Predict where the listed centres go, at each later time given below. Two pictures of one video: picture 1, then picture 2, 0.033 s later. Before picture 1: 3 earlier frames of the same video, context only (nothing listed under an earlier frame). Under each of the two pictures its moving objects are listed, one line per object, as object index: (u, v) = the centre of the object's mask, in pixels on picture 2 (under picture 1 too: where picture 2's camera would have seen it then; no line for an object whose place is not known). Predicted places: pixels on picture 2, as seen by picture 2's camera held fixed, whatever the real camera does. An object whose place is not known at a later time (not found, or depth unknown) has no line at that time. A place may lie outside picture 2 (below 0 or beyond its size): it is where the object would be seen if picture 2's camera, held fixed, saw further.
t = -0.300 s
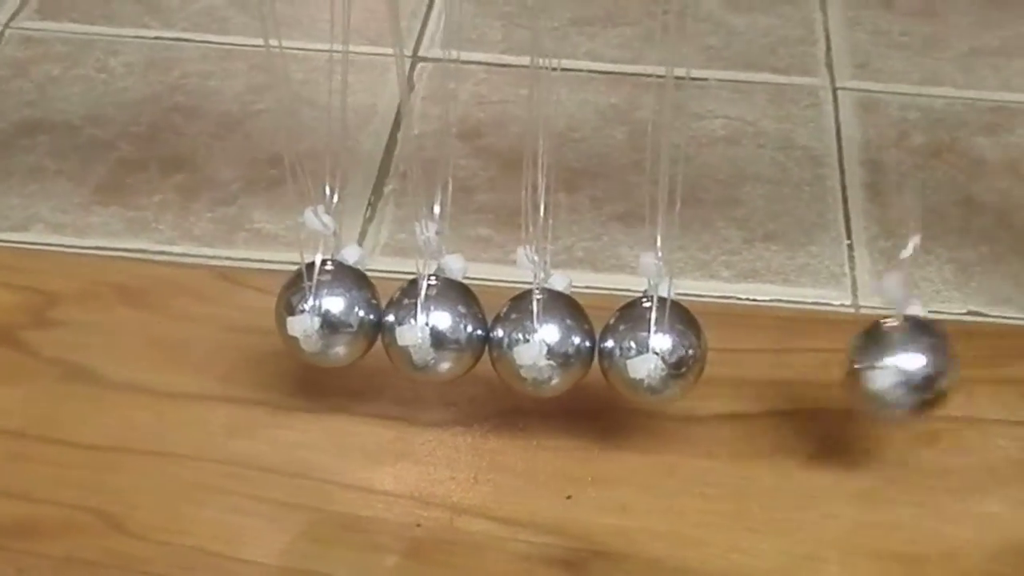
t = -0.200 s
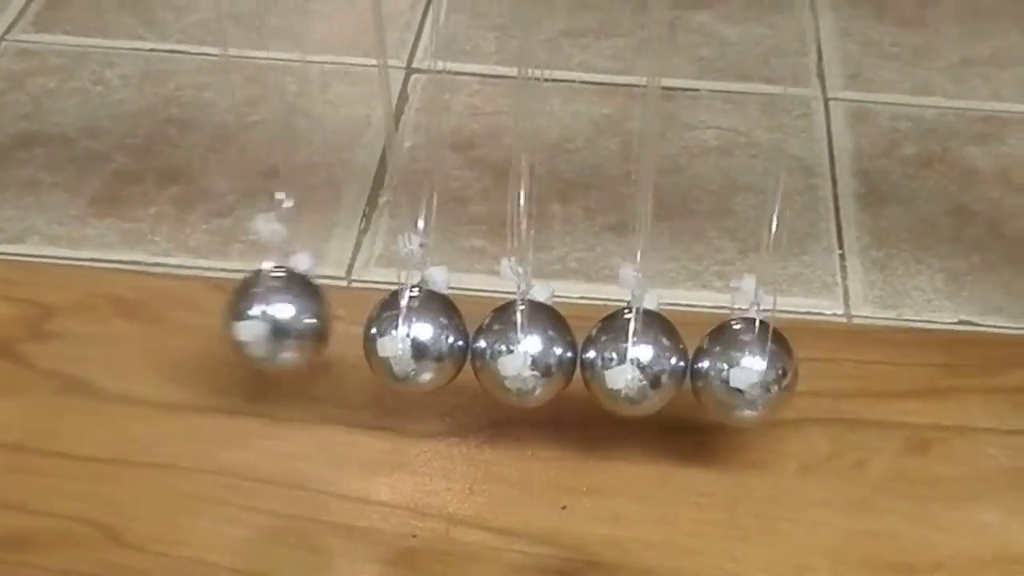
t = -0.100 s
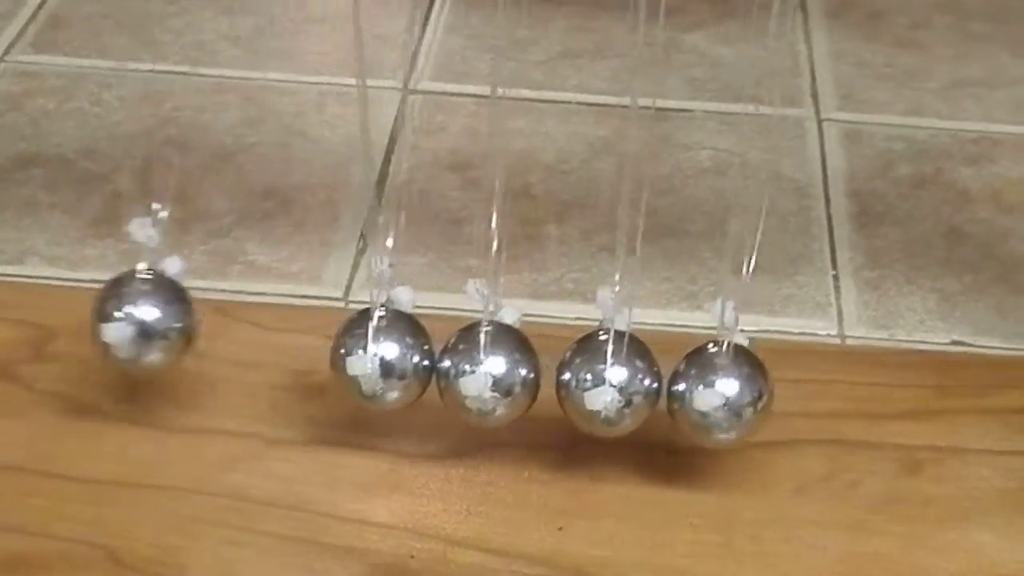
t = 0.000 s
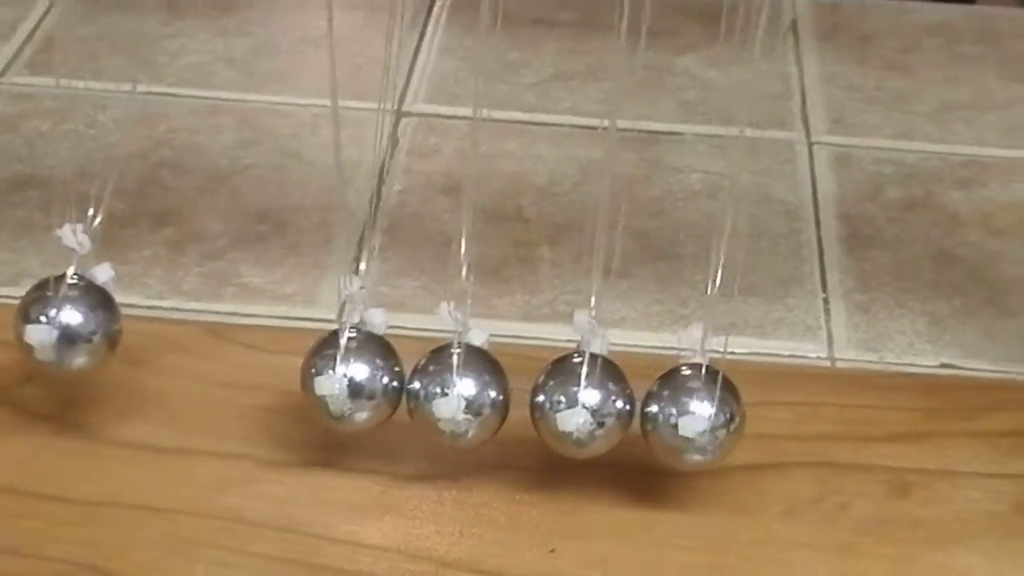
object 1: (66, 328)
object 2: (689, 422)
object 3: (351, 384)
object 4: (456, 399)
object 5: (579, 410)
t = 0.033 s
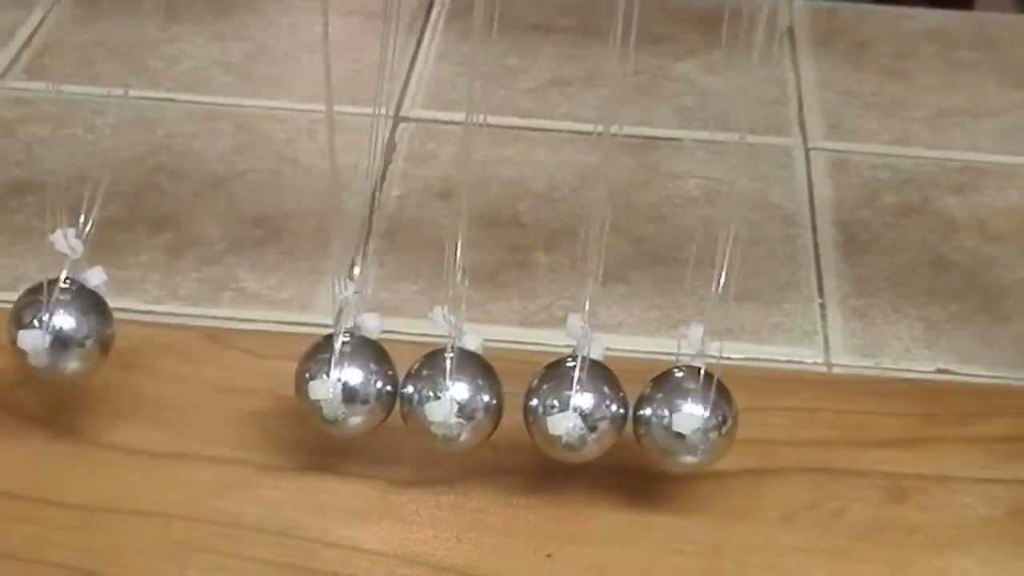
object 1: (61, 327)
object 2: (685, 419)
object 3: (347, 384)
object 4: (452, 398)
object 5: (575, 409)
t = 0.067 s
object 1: (67, 329)
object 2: (681, 418)
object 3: (345, 384)
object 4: (450, 398)
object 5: (573, 409)
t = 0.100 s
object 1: (83, 332)
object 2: (679, 420)
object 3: (346, 384)
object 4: (450, 398)
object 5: (572, 409)
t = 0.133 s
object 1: (108, 339)
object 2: (679, 423)
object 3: (349, 384)
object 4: (453, 399)
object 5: (572, 409)
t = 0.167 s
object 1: (140, 349)
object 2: (682, 424)
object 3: (354, 385)
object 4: (458, 399)
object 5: (573, 409)
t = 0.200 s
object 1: (179, 358)
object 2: (685, 422)
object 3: (361, 386)
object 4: (465, 400)
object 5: (575, 409)
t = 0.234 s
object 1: (223, 365)
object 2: (689, 420)
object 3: (368, 388)
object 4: (473, 401)
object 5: (579, 409)
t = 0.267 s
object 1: (271, 372)
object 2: (694, 420)
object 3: (375, 388)
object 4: (482, 402)
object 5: (588, 410)
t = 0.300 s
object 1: (282, 373)
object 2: (726, 423)
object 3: (387, 389)
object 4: (494, 403)
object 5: (600, 412)
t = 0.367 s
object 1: (302, 377)
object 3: (405, 392)
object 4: (518, 406)
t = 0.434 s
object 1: (318, 376)
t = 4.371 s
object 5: (641, 415)
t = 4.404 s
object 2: (770, 427)
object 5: (641, 415)
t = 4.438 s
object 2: (769, 427)
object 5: (640, 415)
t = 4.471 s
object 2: (765, 427)
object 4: (531, 407)
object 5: (636, 415)
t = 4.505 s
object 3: (422, 394)
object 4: (526, 407)
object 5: (632, 415)
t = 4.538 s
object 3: (417, 393)
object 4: (521, 407)
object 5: (626, 414)
